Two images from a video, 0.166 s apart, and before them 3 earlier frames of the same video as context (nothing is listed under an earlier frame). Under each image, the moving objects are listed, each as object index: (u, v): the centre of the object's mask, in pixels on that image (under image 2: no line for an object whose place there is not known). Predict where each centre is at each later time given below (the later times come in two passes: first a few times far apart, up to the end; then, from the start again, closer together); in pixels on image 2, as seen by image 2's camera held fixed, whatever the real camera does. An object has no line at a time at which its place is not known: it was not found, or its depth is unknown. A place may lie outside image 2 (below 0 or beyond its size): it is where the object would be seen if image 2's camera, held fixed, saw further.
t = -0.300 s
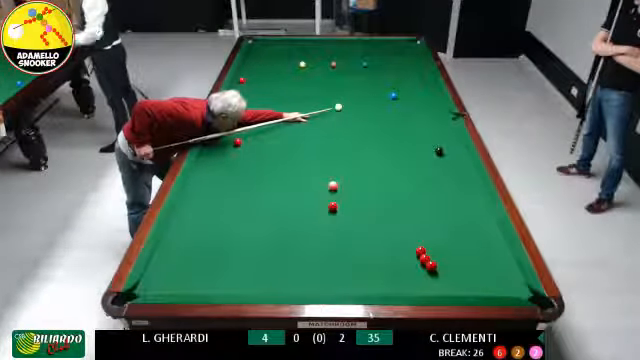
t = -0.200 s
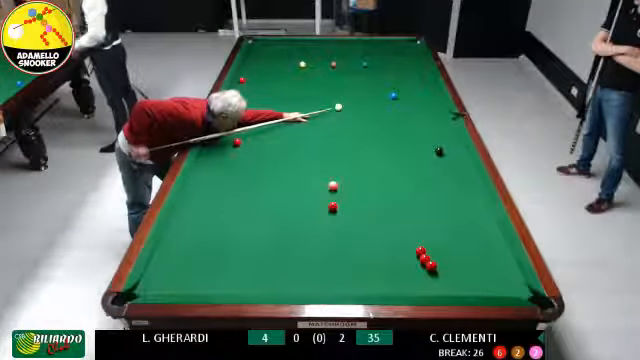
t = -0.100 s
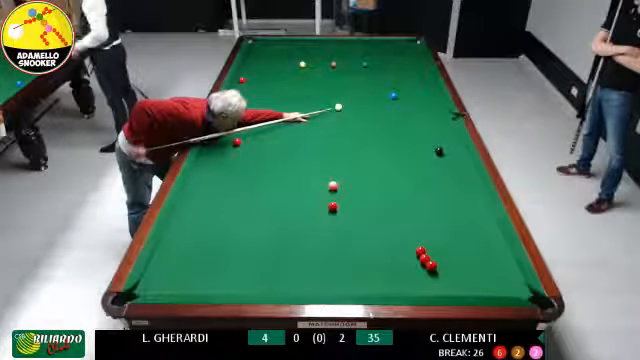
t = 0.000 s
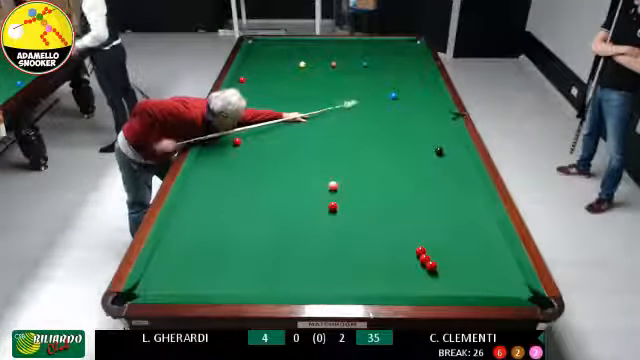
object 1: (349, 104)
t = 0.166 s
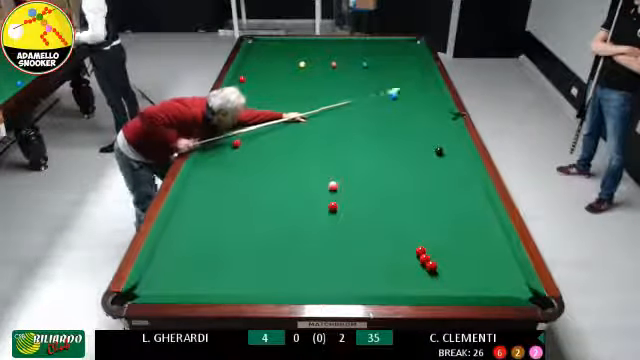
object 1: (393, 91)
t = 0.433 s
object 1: (428, 73)
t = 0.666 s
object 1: (400, 60)
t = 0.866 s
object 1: (383, 51)
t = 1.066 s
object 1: (365, 42)
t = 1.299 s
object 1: (348, 45)
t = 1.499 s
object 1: (329, 51)
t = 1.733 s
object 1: (309, 57)
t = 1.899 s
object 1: (294, 60)
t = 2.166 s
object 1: (269, 68)
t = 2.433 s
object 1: (244, 75)
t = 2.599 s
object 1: (235, 81)
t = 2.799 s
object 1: (234, 87)
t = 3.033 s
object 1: (233, 93)
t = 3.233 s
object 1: (233, 100)
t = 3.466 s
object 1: (231, 109)
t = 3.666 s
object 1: (230, 115)
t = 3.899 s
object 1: (230, 123)
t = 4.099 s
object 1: (229, 131)
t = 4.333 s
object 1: (229, 139)
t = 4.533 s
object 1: (228, 146)
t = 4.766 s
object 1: (227, 154)
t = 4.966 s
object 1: (227, 160)
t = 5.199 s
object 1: (226, 170)
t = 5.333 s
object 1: (226, 174)
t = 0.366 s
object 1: (424, 76)
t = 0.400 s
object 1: (428, 74)
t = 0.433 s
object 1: (428, 73)
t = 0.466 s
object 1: (423, 71)
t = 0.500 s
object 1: (419, 69)
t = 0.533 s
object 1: (415, 67)
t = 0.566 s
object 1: (411, 65)
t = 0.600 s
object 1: (407, 63)
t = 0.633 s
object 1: (404, 61)
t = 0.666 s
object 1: (400, 60)
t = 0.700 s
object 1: (398, 59)
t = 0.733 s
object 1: (395, 57)
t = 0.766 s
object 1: (392, 55)
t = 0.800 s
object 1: (387, 53)
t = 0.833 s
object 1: (385, 52)
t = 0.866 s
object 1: (383, 51)
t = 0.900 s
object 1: (379, 50)
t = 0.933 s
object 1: (376, 48)
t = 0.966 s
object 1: (373, 47)
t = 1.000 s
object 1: (371, 44)
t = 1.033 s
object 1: (367, 44)
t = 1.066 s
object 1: (365, 42)
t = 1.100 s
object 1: (362, 41)
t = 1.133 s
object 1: (360, 40)
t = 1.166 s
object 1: (357, 41)
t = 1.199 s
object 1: (355, 43)
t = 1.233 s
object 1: (352, 44)
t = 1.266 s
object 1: (348, 44)
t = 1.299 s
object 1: (348, 45)
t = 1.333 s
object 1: (344, 46)
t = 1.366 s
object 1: (341, 47)
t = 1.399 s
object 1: (338, 48)
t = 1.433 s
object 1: (335, 49)
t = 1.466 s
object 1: (331, 50)
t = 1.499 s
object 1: (329, 51)
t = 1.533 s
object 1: (327, 51)
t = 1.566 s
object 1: (323, 52)
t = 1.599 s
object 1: (321, 53)
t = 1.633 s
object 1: (317, 53)
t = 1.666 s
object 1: (315, 55)
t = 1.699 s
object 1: (312, 56)
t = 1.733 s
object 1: (309, 57)
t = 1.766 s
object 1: (306, 57)
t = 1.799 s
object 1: (304, 58)
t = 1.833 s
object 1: (300, 59)
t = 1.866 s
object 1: (297, 59)
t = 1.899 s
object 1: (294, 60)
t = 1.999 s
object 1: (284, 64)
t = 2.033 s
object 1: (281, 65)
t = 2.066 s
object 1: (279, 66)
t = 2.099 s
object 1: (276, 67)
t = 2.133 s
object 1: (272, 67)
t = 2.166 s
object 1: (269, 68)
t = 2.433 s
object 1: (244, 75)
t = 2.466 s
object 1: (239, 76)
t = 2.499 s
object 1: (236, 78)
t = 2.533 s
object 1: (235, 80)
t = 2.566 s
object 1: (235, 80)
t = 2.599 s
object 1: (235, 81)
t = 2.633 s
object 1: (235, 83)
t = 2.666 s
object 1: (235, 83)
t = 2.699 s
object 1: (235, 84)
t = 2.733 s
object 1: (234, 85)
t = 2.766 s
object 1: (234, 85)
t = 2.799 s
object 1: (234, 87)
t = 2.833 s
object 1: (234, 88)
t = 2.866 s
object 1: (234, 89)
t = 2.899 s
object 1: (234, 90)
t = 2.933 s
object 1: (233, 91)
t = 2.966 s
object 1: (233, 92)
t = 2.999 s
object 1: (234, 93)
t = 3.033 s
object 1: (233, 93)
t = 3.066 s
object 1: (233, 94)
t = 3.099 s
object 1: (233, 97)
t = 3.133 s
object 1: (233, 97)
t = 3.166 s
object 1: (233, 98)
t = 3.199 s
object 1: (233, 99)
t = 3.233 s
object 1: (233, 100)
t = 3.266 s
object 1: (232, 103)
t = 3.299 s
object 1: (232, 103)
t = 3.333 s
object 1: (232, 105)
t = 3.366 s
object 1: (232, 106)
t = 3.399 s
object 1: (231, 106)
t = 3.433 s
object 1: (231, 108)
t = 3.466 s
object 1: (231, 109)
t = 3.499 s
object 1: (231, 110)
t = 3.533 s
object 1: (231, 111)
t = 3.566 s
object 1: (231, 112)
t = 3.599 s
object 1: (231, 114)
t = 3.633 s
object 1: (231, 115)
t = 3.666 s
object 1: (230, 115)
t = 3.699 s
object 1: (230, 117)
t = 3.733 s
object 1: (230, 118)
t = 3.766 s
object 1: (230, 119)
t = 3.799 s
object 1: (230, 120)
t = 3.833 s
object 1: (230, 121)
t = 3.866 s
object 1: (230, 122)
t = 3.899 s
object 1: (230, 123)
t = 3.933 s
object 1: (230, 124)
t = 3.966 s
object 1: (230, 124)
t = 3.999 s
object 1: (230, 126)
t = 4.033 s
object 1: (229, 128)
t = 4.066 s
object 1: (229, 129)
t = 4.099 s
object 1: (229, 131)
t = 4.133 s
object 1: (229, 132)
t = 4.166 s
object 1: (229, 133)
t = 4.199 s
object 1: (229, 134)
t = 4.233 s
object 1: (229, 135)
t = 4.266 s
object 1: (229, 136)
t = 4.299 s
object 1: (228, 138)
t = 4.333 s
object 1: (229, 139)
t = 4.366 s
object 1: (228, 140)
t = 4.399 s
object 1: (228, 141)
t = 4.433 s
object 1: (228, 142)
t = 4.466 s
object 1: (228, 143)
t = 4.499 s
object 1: (227, 144)
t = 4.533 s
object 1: (228, 146)
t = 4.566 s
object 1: (227, 146)
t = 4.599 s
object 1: (228, 148)
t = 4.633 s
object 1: (227, 150)
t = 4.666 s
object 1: (227, 150)
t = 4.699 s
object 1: (227, 152)
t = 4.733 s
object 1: (227, 153)
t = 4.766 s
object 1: (227, 154)
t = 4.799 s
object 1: (227, 155)
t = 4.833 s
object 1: (227, 156)
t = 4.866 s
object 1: (227, 158)
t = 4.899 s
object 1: (227, 159)
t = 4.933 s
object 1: (227, 160)
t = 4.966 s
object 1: (227, 160)
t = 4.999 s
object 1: (227, 161)
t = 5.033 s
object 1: (226, 164)
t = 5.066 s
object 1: (226, 165)
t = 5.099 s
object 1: (226, 166)
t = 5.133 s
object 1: (226, 167)
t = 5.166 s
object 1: (226, 169)
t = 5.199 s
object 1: (226, 170)
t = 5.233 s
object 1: (226, 171)
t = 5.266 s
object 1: (226, 172)
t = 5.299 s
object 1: (226, 173)
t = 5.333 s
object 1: (226, 174)
